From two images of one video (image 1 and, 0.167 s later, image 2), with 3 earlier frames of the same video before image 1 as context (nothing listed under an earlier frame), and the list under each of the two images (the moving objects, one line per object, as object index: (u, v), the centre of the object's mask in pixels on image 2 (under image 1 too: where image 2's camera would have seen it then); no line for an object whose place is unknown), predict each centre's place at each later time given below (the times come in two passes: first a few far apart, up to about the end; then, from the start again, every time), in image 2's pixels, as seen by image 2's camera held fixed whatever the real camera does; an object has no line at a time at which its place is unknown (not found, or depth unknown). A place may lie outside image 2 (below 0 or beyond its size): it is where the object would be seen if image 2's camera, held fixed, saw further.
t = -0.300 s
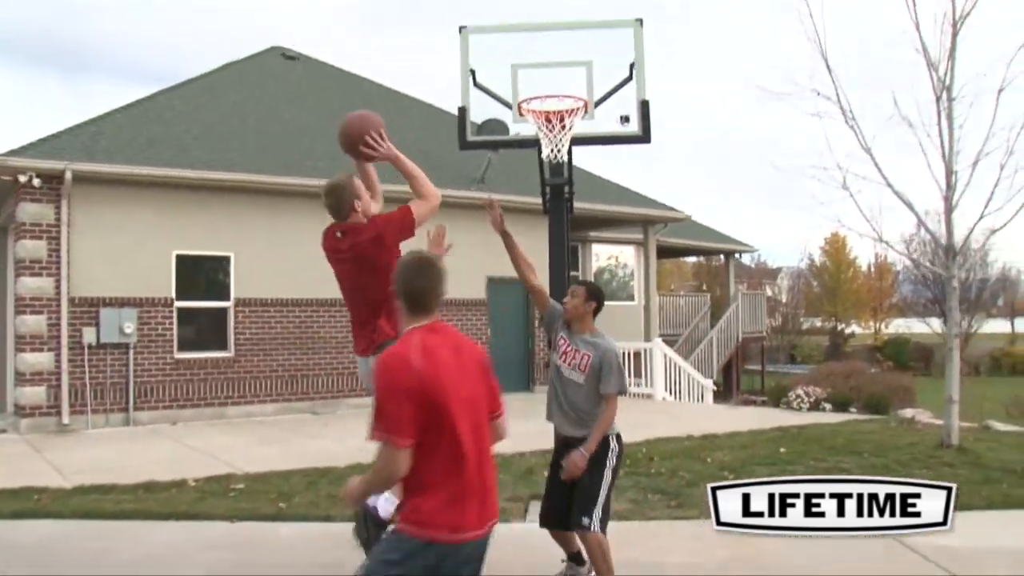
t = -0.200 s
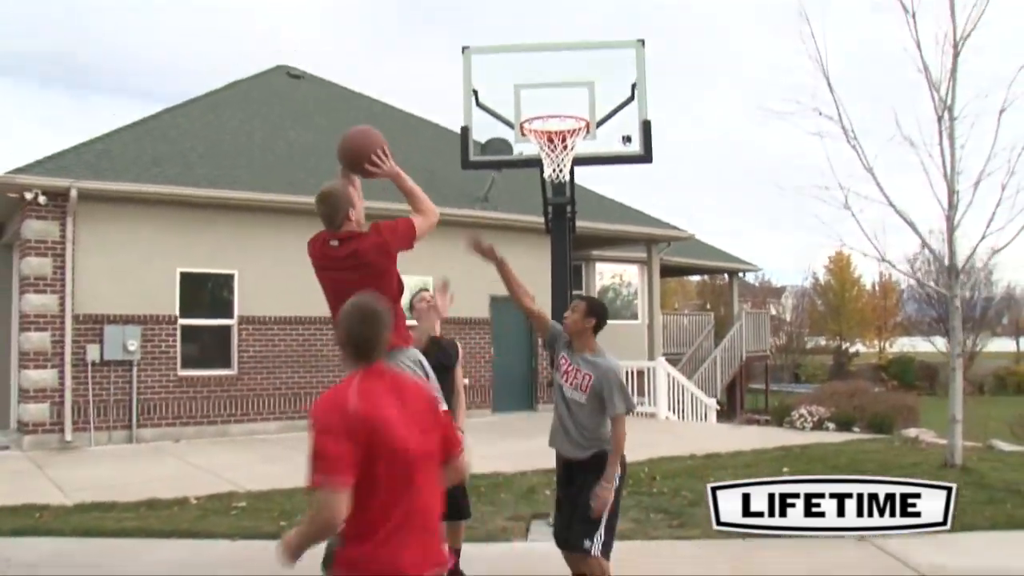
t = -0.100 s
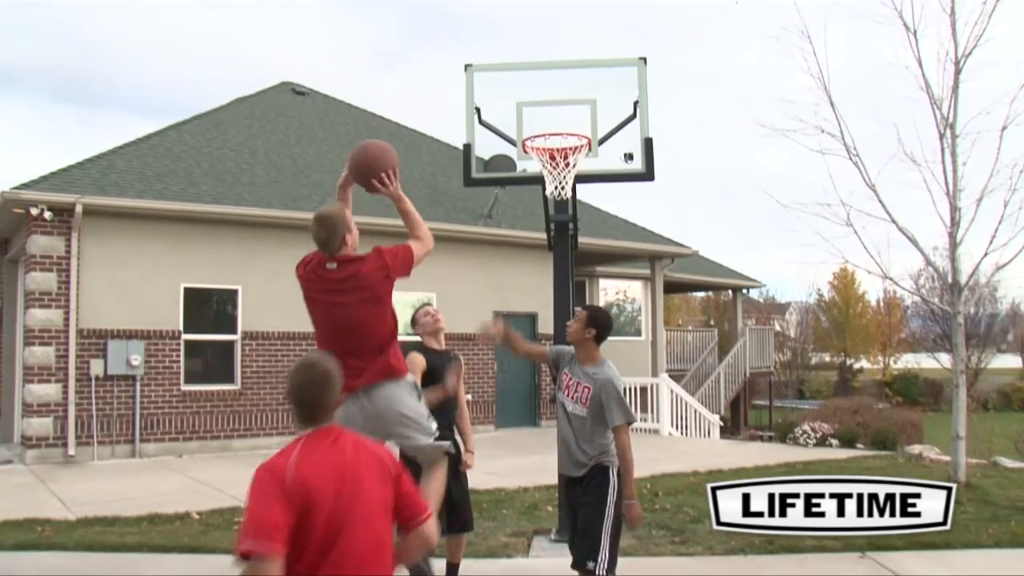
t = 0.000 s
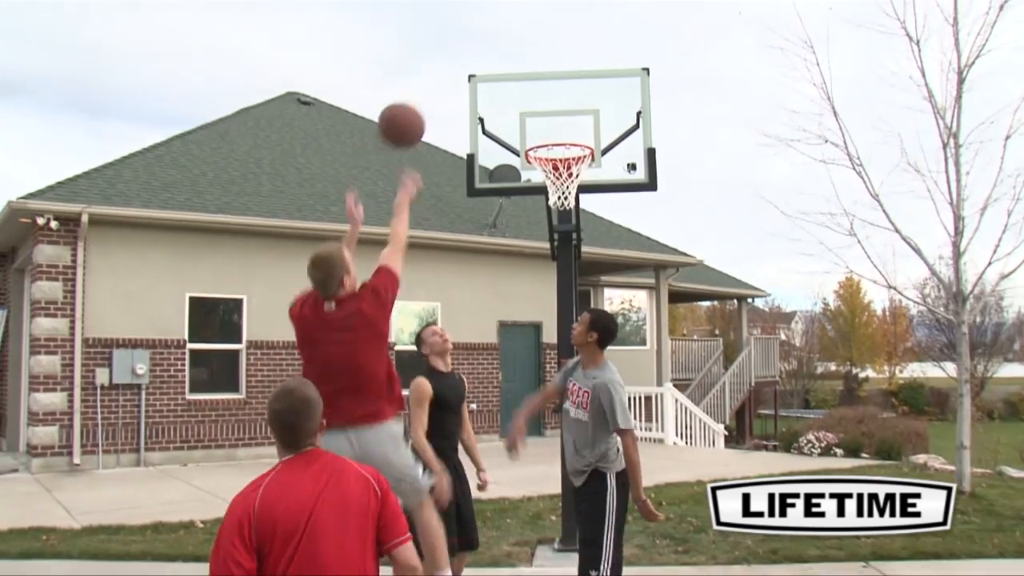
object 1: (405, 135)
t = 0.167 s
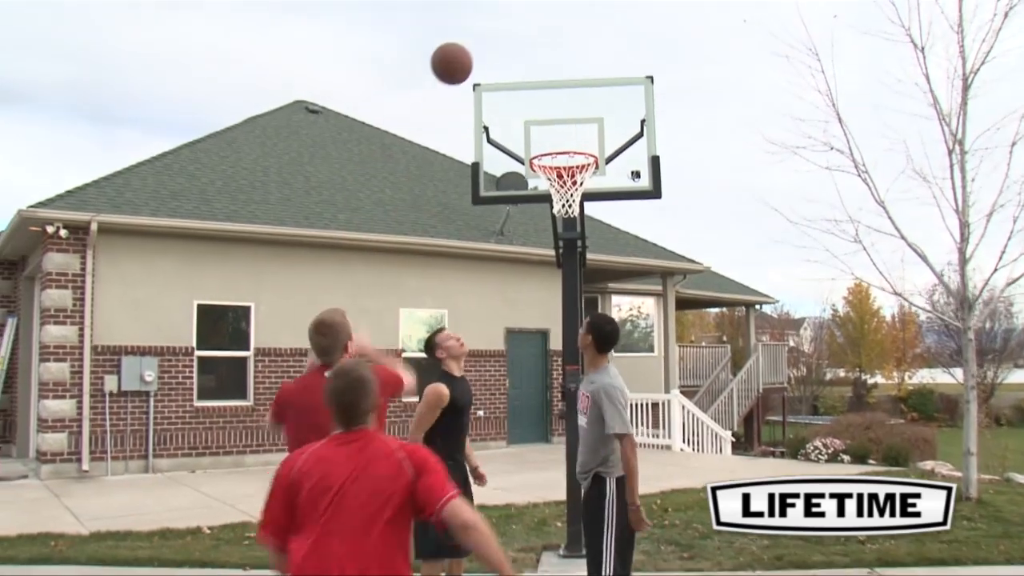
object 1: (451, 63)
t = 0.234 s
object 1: (467, 52)
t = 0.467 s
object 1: (513, 66)
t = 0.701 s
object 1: (552, 147)
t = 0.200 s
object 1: (459, 56)
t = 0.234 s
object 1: (467, 52)
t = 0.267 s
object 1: (474, 49)
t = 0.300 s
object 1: (480, 48)
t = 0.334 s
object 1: (487, 48)
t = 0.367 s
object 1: (494, 51)
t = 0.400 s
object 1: (501, 54)
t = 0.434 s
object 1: (507, 59)
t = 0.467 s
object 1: (513, 66)
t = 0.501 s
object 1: (519, 74)
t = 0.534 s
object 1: (525, 83)
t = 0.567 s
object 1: (530, 94)
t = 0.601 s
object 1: (536, 107)
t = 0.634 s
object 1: (541, 119)
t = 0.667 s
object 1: (547, 134)
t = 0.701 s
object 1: (552, 147)
